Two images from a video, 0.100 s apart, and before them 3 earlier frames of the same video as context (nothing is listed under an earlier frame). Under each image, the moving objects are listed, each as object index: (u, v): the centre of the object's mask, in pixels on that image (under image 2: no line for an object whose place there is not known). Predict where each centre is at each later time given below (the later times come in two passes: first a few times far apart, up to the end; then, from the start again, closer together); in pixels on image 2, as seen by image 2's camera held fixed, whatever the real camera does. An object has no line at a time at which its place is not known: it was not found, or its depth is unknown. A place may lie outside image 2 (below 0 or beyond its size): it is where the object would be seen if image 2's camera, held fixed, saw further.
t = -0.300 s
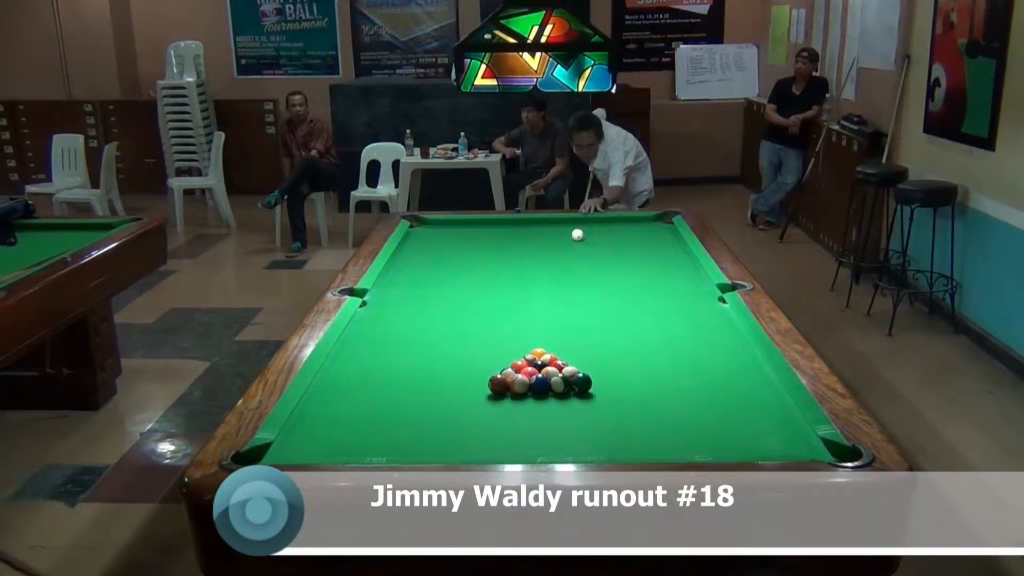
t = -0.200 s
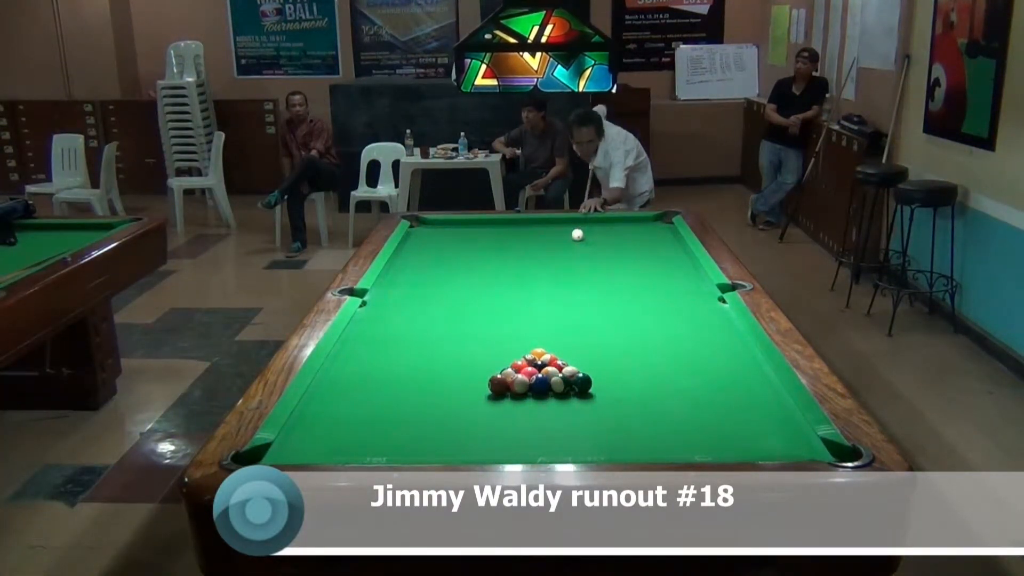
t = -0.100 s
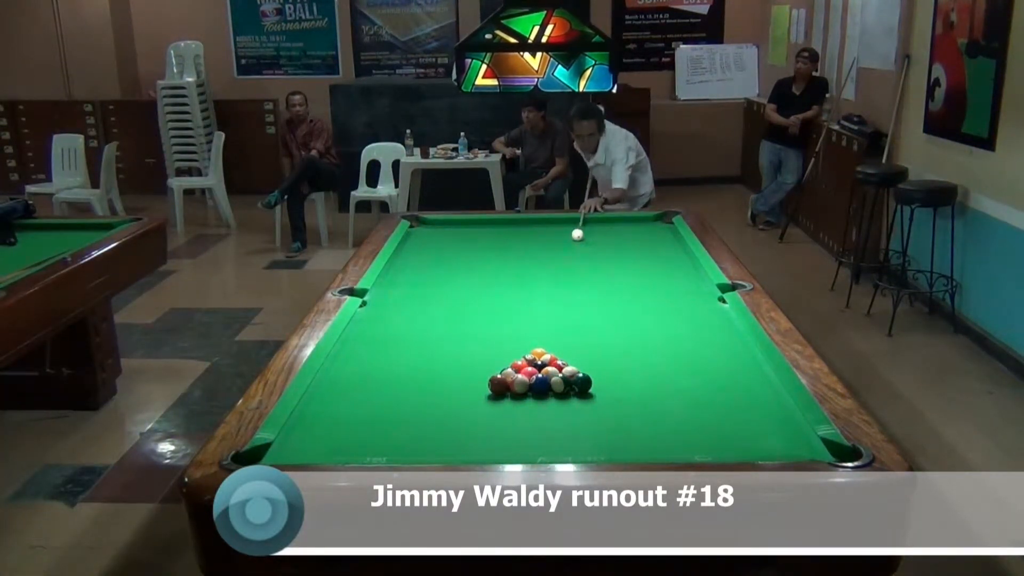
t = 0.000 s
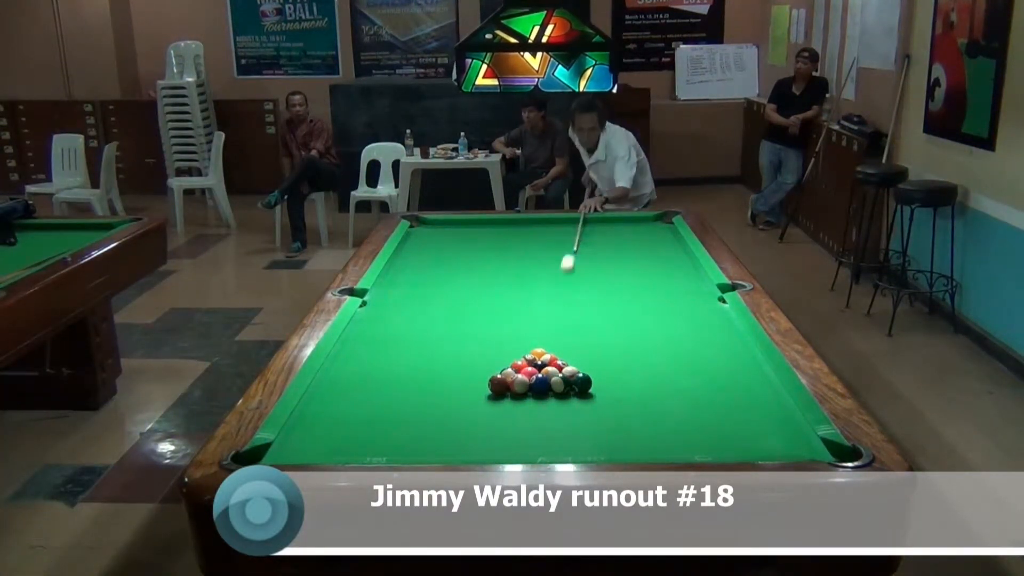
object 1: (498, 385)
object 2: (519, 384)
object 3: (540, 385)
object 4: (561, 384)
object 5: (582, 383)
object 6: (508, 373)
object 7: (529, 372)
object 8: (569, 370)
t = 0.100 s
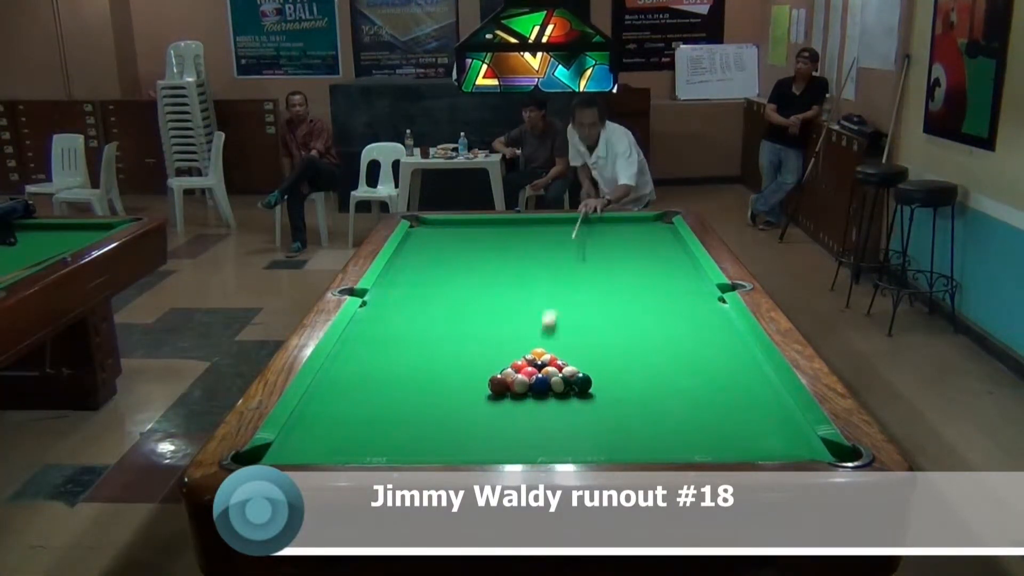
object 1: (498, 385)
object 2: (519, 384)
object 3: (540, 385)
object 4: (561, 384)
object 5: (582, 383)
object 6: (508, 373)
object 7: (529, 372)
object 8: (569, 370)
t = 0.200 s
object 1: (452, 415)
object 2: (507, 394)
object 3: (530, 394)
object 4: (553, 394)
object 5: (628, 408)
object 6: (503, 377)
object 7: (531, 376)
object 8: (586, 374)
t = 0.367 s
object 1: (367, 435)
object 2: (480, 417)
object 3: (507, 416)
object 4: (535, 417)
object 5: (731, 442)
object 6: (493, 382)
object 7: (532, 381)
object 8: (619, 368)
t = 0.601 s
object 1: (330, 390)
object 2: (438, 449)
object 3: (472, 449)
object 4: (506, 450)
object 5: (781, 401)
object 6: (478, 388)
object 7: (535, 385)
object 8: (663, 360)
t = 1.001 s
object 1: (386, 336)
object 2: (400, 430)
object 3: (447, 432)
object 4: (487, 430)
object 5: (695, 351)
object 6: (454, 396)
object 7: (539, 391)
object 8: (731, 349)
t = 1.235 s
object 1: (382, 313)
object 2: (383, 416)
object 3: (438, 419)
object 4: (479, 416)
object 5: (656, 328)
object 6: (442, 399)
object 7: (540, 392)
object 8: (731, 342)
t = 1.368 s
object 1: (380, 302)
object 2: (375, 409)
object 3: (432, 413)
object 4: (475, 408)
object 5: (636, 317)
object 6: (437, 398)
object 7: (540, 393)
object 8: (716, 339)
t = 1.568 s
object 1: (379, 287)
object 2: (362, 399)
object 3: (423, 413)
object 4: (469, 399)
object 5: (610, 301)
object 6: (429, 396)
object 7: (541, 394)
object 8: (696, 334)
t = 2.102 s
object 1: (411, 256)
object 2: (336, 376)
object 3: (404, 413)
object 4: (456, 378)
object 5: (554, 268)
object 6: (412, 387)
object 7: (541, 394)
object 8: (649, 323)
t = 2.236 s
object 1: (419, 249)
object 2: (330, 371)
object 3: (401, 414)
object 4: (454, 372)
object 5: (542, 261)
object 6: (409, 385)
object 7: (541, 394)
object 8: (638, 321)
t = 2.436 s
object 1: (428, 240)
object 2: (337, 366)
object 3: (397, 414)
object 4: (450, 366)
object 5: (526, 252)
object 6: (406, 382)
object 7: (541, 394)
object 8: (624, 317)
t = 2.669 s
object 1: (438, 230)
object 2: (346, 361)
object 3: (394, 414)
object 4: (447, 359)
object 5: (509, 243)
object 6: (402, 380)
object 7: (541, 394)
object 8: (609, 313)
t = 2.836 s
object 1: (443, 225)
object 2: (352, 358)
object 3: (393, 414)
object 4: (446, 356)
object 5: (498, 236)
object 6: (399, 378)
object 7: (541, 394)
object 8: (599, 311)
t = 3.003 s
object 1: (450, 224)
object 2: (357, 355)
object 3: (393, 414)
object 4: (444, 351)
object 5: (487, 230)
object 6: (397, 377)
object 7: (541, 394)
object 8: (589, 309)
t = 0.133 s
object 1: (498, 385)
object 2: (519, 384)
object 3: (540, 385)
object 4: (561, 384)
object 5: (582, 383)
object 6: (508, 373)
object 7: (529, 372)
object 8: (569, 370)
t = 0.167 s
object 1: (476, 398)
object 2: (513, 389)
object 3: (535, 389)
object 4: (556, 388)
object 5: (604, 395)
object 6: (504, 376)
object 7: (529, 374)
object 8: (577, 372)
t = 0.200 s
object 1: (452, 415)
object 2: (507, 394)
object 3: (530, 394)
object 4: (553, 394)
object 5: (628, 408)
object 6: (503, 377)
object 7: (531, 376)
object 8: (586, 374)
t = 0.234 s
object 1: (424, 432)
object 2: (501, 399)
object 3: (525, 399)
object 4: (549, 398)
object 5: (653, 422)
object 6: (502, 379)
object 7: (531, 378)
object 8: (592, 373)
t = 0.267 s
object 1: (397, 447)
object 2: (496, 403)
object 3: (520, 403)
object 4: (545, 403)
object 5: (679, 436)
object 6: (499, 380)
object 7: (530, 379)
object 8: (599, 371)
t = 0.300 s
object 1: (380, 449)
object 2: (491, 408)
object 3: (516, 407)
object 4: (542, 408)
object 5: (707, 447)
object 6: (497, 381)
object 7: (531, 380)
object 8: (607, 370)
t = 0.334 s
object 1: (373, 444)
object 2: (485, 412)
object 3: (511, 412)
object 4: (538, 412)
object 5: (722, 447)
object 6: (495, 381)
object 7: (532, 381)
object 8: (612, 369)
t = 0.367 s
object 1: (367, 435)
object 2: (480, 417)
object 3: (507, 416)
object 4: (535, 417)
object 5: (731, 442)
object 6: (493, 382)
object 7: (532, 381)
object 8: (619, 368)
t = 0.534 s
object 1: (340, 402)
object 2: (450, 442)
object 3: (482, 440)
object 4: (515, 442)
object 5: (769, 413)
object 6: (482, 387)
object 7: (534, 384)
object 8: (650, 362)
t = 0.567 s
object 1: (335, 396)
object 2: (444, 446)
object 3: (477, 445)
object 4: (511, 446)
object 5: (776, 407)
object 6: (480, 388)
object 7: (535, 385)
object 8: (656, 361)
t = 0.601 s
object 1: (330, 390)
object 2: (438, 449)
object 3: (472, 449)
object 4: (506, 450)
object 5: (781, 401)
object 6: (478, 388)
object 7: (535, 385)
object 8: (663, 360)
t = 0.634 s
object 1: (326, 385)
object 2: (432, 451)
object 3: (466, 451)
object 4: (503, 450)
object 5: (773, 396)
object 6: (476, 389)
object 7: (535, 386)
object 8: (669, 359)
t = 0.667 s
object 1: (324, 379)
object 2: (429, 450)
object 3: (464, 450)
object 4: (502, 449)
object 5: (764, 392)
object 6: (474, 389)
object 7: (536, 386)
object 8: (675, 358)
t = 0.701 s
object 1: (332, 374)
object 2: (425, 448)
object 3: (462, 449)
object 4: (500, 448)
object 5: (756, 387)
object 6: (472, 390)
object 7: (536, 387)
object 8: (680, 357)
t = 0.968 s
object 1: (381, 340)
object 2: (403, 433)
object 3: (449, 434)
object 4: (489, 431)
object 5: (701, 354)
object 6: (456, 396)
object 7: (538, 390)
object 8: (726, 350)
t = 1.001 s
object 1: (386, 336)
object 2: (400, 430)
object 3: (447, 432)
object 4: (487, 430)
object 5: (695, 351)
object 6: (454, 396)
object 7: (539, 391)
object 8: (731, 349)
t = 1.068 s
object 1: (383, 329)
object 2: (395, 426)
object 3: (444, 428)
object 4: (485, 426)
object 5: (683, 344)
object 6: (450, 398)
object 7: (539, 391)
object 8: (741, 347)
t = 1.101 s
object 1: (383, 326)
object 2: (393, 424)
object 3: (443, 427)
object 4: (484, 423)
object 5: (677, 341)
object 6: (449, 398)
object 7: (539, 392)
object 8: (746, 346)
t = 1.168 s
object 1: (382, 320)
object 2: (388, 420)
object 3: (440, 423)
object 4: (481, 420)
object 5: (666, 334)
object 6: (445, 399)
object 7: (539, 392)
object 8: (738, 344)
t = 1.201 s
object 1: (382, 316)
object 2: (385, 418)
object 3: (439, 421)
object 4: (480, 418)
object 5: (661, 331)
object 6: (444, 400)
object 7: (540, 392)
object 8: (735, 343)
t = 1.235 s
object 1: (382, 313)
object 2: (383, 416)
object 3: (438, 419)
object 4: (479, 416)
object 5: (656, 328)
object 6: (442, 399)
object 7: (540, 392)
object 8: (731, 342)
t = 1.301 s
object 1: (381, 307)
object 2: (378, 413)
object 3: (435, 415)
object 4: (477, 412)
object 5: (646, 322)
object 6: (440, 399)
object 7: (540, 393)
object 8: (723, 341)
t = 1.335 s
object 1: (380, 304)
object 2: (376, 411)
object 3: (434, 414)
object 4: (476, 410)
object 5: (641, 319)
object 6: (439, 398)
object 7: (540, 393)
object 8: (720, 340)
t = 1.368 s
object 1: (380, 302)
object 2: (375, 409)
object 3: (432, 413)
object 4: (475, 408)
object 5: (636, 317)
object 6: (437, 398)
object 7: (540, 393)
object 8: (716, 339)
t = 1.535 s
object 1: (379, 289)
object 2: (364, 400)
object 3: (424, 413)
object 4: (470, 400)
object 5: (614, 304)
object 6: (430, 396)
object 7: (541, 394)
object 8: (699, 335)
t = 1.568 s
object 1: (379, 287)
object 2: (362, 399)
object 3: (423, 413)
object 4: (469, 399)
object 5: (610, 301)
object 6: (429, 396)
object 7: (541, 394)
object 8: (696, 334)
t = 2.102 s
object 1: (411, 256)
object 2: (336, 376)
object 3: (404, 413)
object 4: (456, 378)
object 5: (554, 268)
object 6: (412, 387)
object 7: (541, 394)
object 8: (649, 323)
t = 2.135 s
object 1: (413, 254)
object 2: (334, 375)
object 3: (404, 413)
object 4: (455, 376)
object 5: (551, 266)
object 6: (412, 387)
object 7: (541, 394)
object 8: (646, 322)
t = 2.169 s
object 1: (415, 252)
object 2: (333, 374)
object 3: (403, 413)
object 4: (455, 375)
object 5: (548, 265)
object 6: (411, 386)
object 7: (541, 394)
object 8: (644, 322)
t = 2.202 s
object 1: (416, 251)
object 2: (332, 373)
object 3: (402, 413)
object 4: (454, 373)
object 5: (545, 263)
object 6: (410, 385)
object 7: (541, 394)
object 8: (641, 321)
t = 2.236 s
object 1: (419, 249)
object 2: (330, 371)
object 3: (401, 414)
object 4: (454, 372)
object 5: (542, 261)
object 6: (409, 385)
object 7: (541, 394)
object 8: (638, 321)
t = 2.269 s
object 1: (419, 248)
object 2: (329, 370)
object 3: (401, 414)
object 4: (453, 371)
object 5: (539, 260)
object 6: (409, 384)
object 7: (541, 394)
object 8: (636, 320)
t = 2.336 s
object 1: (423, 245)
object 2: (333, 368)
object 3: (399, 414)
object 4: (452, 369)
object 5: (534, 257)
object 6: (408, 383)
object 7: (541, 394)
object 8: (631, 318)
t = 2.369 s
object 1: (425, 243)
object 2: (334, 368)
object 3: (399, 413)
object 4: (451, 368)
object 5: (531, 255)
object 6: (407, 383)
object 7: (541, 394)
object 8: (628, 318)
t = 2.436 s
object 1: (428, 240)
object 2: (337, 366)
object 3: (397, 414)
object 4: (450, 366)
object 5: (526, 252)
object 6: (406, 382)
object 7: (541, 394)
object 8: (624, 317)
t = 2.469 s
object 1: (429, 239)
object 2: (338, 365)
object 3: (397, 414)
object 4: (450, 365)
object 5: (524, 251)
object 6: (405, 382)
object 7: (541, 394)
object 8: (622, 317)
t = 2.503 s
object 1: (430, 237)
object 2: (339, 365)
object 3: (397, 414)
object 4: (450, 364)
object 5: (521, 249)
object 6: (404, 381)
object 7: (541, 394)
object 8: (619, 316)
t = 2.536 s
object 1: (431, 236)
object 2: (341, 364)
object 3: (396, 414)
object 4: (449, 363)
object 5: (518, 248)
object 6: (404, 381)
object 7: (541, 394)
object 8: (617, 316)
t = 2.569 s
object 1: (433, 234)
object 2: (342, 363)
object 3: (395, 414)
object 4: (449, 362)
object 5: (516, 246)
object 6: (403, 381)
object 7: (541, 394)
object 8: (615, 315)
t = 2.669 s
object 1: (438, 230)
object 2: (346, 361)
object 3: (394, 414)
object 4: (447, 359)
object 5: (509, 243)
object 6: (402, 380)
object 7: (541, 394)
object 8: (609, 313)
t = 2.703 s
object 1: (438, 229)
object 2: (347, 361)
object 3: (394, 414)
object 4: (447, 359)
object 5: (507, 241)
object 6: (401, 379)
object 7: (541, 394)
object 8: (607, 313)
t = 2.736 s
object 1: (440, 228)
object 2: (348, 360)
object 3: (394, 414)
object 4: (447, 358)
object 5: (504, 240)
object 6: (401, 379)
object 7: (541, 394)
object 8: (604, 312)
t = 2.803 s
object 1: (442, 225)
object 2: (351, 359)
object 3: (393, 414)
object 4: (446, 356)
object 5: (500, 237)
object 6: (399, 378)
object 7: (541, 394)
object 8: (600, 312)
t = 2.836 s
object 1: (443, 225)
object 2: (352, 358)
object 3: (393, 414)
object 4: (446, 356)
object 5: (498, 236)
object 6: (399, 378)
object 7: (541, 394)
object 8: (599, 311)
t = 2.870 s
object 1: (444, 224)
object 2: (353, 357)
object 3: (393, 414)
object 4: (445, 354)
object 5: (496, 235)
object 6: (399, 378)
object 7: (541, 394)
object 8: (597, 311)
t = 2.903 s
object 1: (446, 223)
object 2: (354, 357)
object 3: (393, 414)
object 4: (445, 353)
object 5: (493, 234)
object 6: (398, 377)
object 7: (541, 394)
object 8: (595, 311)
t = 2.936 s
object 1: (447, 223)
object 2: (355, 356)
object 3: (393, 414)
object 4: (445, 353)
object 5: (491, 232)
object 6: (398, 377)
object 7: (541, 394)
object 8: (593, 310)
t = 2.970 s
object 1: (448, 224)
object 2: (356, 356)
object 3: (393, 414)
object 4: (444, 352)
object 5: (489, 232)
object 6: (397, 377)
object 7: (541, 394)
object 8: (591, 310)
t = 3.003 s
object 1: (450, 224)
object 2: (357, 355)
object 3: (393, 414)
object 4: (444, 351)
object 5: (487, 230)
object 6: (397, 377)
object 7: (541, 394)
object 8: (589, 309)
